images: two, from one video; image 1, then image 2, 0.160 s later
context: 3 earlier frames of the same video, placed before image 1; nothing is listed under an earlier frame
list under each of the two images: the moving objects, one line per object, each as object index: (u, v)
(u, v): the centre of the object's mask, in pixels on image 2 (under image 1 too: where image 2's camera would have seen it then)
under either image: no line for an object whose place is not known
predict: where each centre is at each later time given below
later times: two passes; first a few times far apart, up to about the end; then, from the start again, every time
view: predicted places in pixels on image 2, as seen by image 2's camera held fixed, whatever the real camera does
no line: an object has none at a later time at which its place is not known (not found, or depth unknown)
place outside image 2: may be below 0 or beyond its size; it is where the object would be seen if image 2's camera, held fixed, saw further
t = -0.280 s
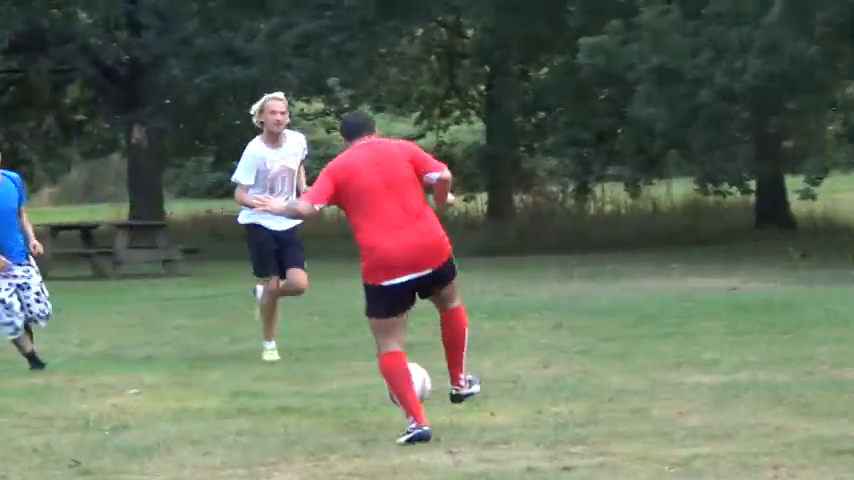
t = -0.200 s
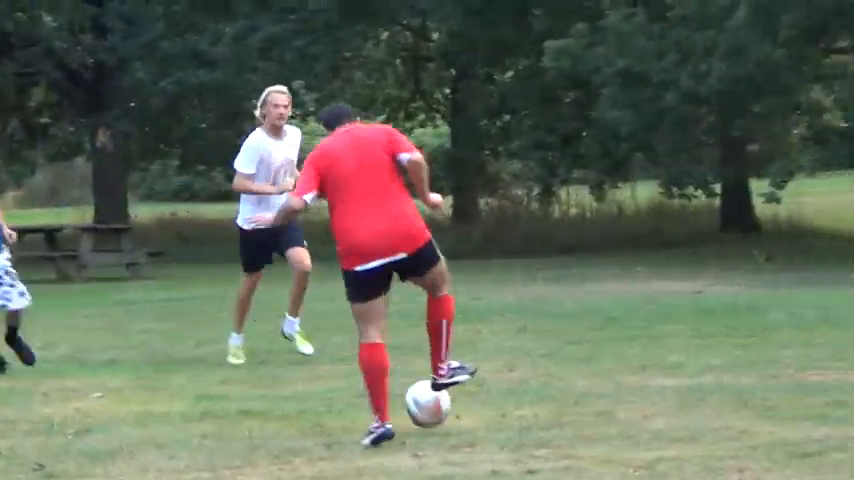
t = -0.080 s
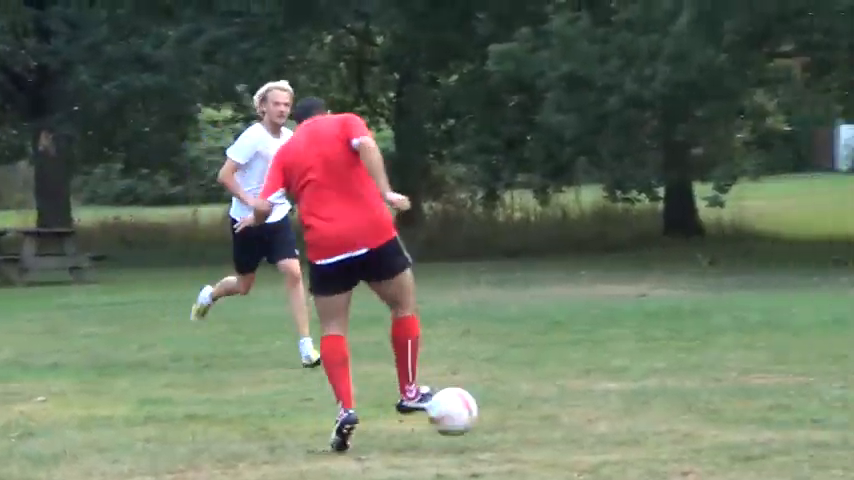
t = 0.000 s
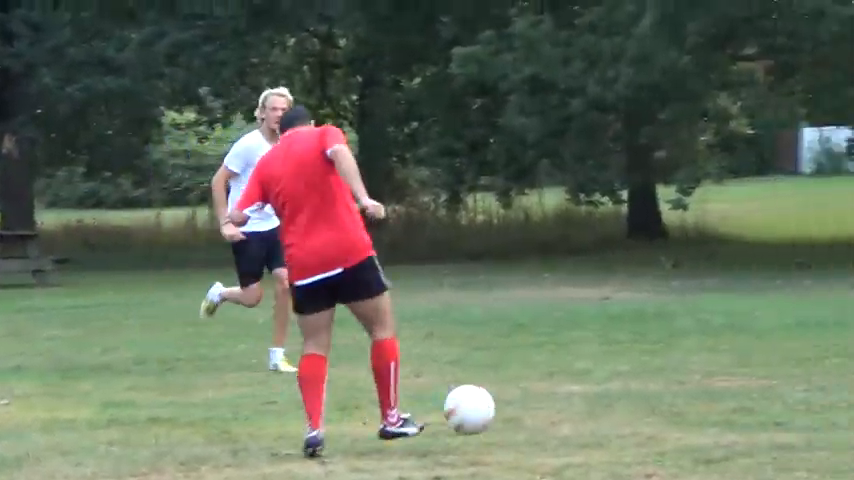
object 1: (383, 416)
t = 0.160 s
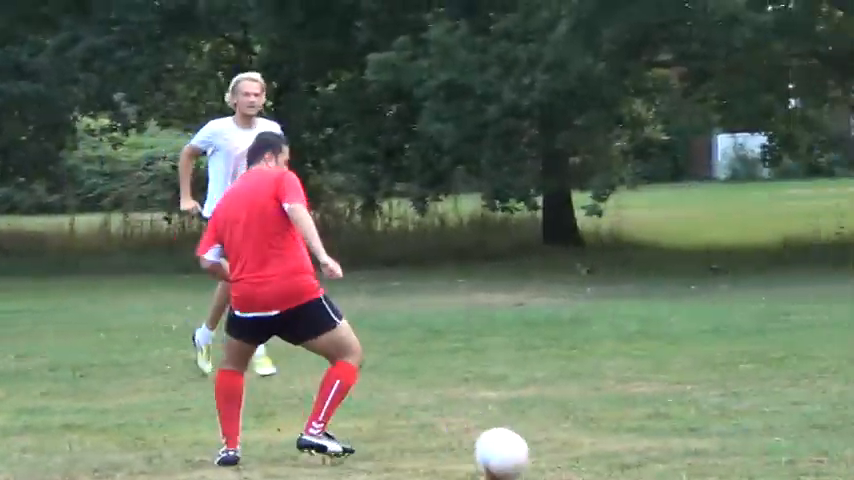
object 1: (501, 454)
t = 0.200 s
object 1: (534, 460)
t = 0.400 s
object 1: (697, 447)
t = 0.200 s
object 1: (534, 460)
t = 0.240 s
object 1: (564, 452)
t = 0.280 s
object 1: (596, 446)
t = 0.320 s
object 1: (628, 442)
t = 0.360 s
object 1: (661, 442)
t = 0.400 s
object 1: (697, 447)
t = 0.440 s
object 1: (728, 454)
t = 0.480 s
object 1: (765, 464)
